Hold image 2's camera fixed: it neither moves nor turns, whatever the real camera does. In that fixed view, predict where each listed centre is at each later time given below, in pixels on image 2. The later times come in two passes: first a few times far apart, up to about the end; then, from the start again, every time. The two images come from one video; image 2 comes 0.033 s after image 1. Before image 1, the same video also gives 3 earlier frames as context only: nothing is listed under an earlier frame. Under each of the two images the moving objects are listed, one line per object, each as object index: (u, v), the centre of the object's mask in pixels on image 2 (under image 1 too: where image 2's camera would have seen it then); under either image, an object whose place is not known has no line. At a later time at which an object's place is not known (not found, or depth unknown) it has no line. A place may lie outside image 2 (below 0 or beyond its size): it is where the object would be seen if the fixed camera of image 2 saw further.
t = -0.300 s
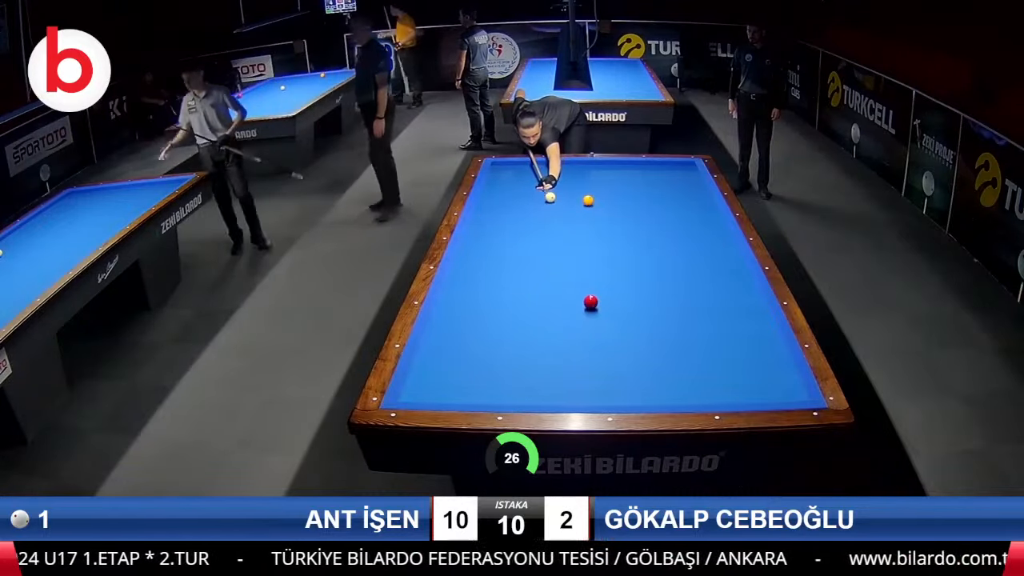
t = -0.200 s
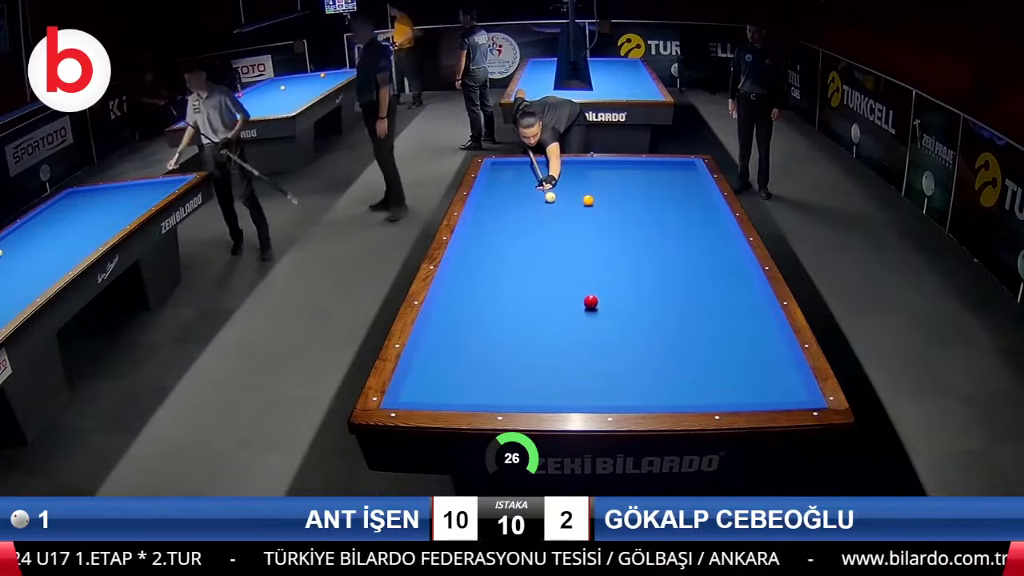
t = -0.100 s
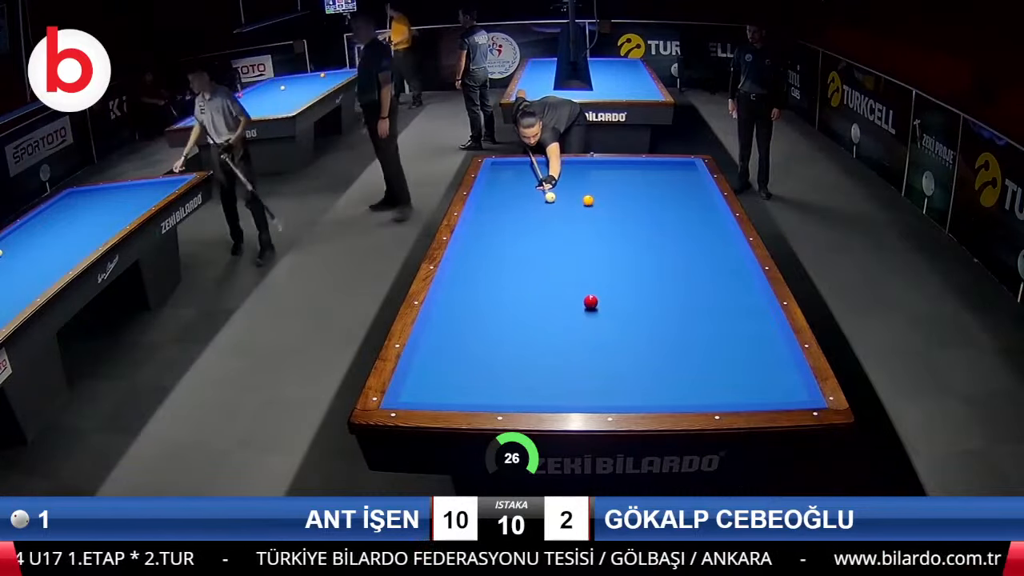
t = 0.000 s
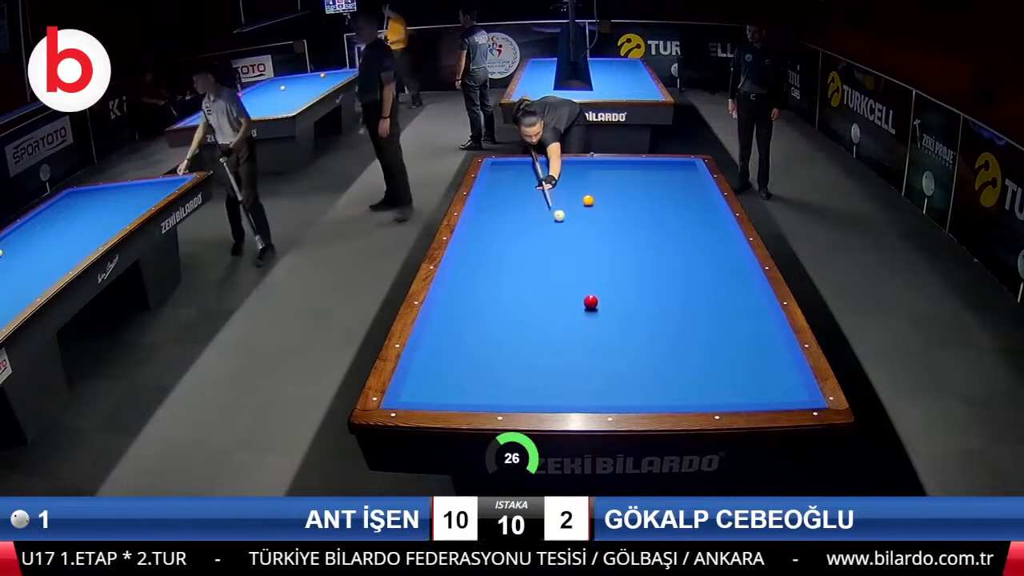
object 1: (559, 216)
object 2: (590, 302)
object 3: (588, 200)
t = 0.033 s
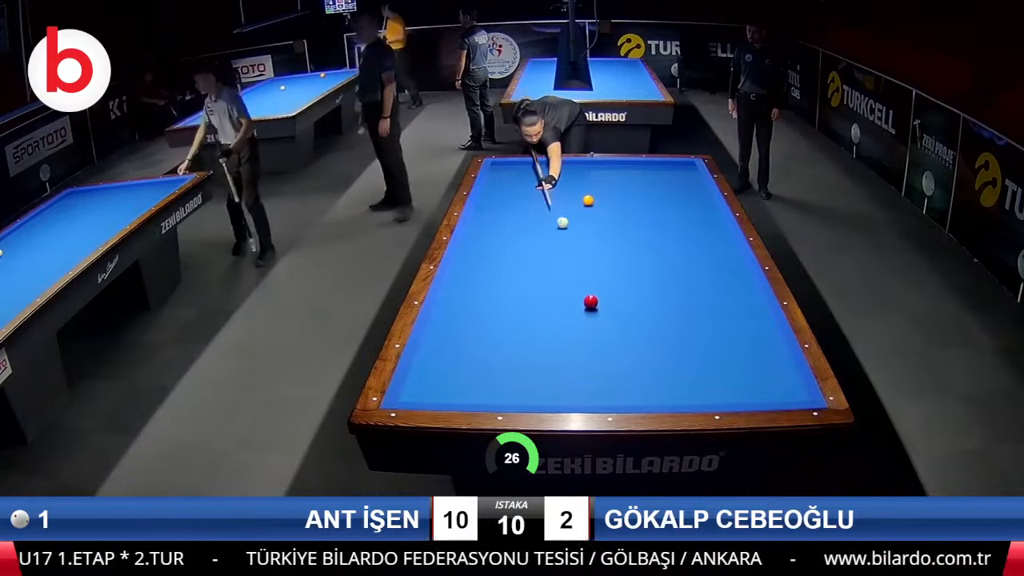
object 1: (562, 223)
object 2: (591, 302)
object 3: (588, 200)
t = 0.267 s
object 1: (589, 279)
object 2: (591, 302)
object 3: (588, 200)
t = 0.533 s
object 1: (669, 318)
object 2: (544, 350)
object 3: (588, 200)
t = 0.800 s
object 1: (763, 361)
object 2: (491, 394)
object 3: (588, 200)
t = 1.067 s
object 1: (752, 391)
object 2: (473, 357)
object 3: (588, 200)
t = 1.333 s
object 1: (687, 362)
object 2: (456, 331)
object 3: (588, 200)
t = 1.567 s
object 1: (638, 342)
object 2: (443, 311)
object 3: (588, 200)
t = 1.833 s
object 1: (587, 321)
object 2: (457, 293)
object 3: (588, 200)
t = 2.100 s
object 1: (540, 302)
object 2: (474, 277)
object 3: (588, 200)
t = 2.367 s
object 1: (499, 285)
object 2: (488, 263)
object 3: (588, 200)
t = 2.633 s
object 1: (463, 270)
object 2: (502, 250)
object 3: (588, 200)
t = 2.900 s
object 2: (515, 238)
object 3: (588, 200)
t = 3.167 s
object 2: (526, 228)
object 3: (588, 200)
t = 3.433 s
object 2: (537, 218)
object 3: (588, 200)
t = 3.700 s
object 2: (546, 209)
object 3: (588, 200)
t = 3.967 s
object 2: (555, 202)
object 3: (588, 201)
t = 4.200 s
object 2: (562, 195)
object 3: (589, 200)
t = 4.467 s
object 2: (570, 188)
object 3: (601, 195)
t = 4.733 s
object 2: (577, 181)
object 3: (612, 191)
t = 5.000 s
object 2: (583, 176)
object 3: (621, 187)
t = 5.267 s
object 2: (589, 170)
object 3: (631, 183)
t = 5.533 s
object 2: (595, 165)
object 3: (639, 179)
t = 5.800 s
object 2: (600, 163)
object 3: (647, 176)
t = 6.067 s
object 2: (608, 165)
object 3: (655, 173)
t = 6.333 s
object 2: (615, 168)
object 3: (662, 170)
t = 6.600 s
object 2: (621, 171)
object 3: (668, 167)
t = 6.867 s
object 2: (628, 174)
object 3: (675, 164)
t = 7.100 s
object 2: (634, 176)
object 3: (680, 163)
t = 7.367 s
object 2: (640, 178)
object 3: (685, 164)
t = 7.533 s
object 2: (644, 180)
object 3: (687, 165)
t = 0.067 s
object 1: (566, 230)
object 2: (591, 302)
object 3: (588, 200)
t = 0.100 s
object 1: (569, 237)
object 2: (590, 302)
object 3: (588, 200)
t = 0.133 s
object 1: (573, 244)
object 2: (590, 302)
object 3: (588, 200)
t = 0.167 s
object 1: (577, 253)
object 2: (591, 302)
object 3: (588, 200)
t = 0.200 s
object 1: (581, 261)
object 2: (590, 302)
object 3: (588, 200)
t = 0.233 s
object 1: (585, 270)
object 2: (591, 302)
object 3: (588, 200)
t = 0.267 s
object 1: (589, 279)
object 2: (591, 302)
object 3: (588, 200)
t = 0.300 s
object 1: (593, 288)
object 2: (591, 302)
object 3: (588, 200)
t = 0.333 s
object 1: (599, 296)
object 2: (589, 303)
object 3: (588, 200)
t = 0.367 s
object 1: (611, 300)
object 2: (581, 312)
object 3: (588, 200)
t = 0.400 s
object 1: (623, 303)
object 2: (574, 319)
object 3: (588, 200)
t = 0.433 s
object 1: (634, 306)
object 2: (567, 327)
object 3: (588, 200)
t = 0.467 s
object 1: (646, 310)
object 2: (559, 335)
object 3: (588, 200)
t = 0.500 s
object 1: (657, 314)
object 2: (552, 342)
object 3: (588, 200)
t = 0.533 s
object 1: (669, 318)
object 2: (544, 350)
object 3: (588, 200)
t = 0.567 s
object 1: (680, 323)
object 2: (537, 358)
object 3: (588, 200)
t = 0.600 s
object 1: (692, 327)
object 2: (529, 366)
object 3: (588, 200)
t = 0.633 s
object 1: (704, 332)
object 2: (521, 374)
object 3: (588, 200)
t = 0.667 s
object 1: (715, 338)
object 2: (514, 382)
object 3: (588, 200)
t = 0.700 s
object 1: (727, 343)
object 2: (506, 389)
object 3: (588, 200)
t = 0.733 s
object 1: (739, 349)
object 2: (499, 396)
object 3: (588, 200)
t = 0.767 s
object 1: (751, 355)
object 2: (493, 398)
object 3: (588, 200)
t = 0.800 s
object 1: (763, 361)
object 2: (491, 394)
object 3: (588, 200)
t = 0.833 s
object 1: (776, 368)
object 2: (489, 388)
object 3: (588, 200)
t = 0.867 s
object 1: (788, 374)
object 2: (487, 383)
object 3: (588, 200)
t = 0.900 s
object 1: (788, 379)
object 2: (485, 378)
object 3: (588, 200)
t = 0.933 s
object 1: (783, 385)
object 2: (483, 373)
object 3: (588, 200)
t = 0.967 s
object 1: (777, 392)
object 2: (480, 369)
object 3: (588, 200)
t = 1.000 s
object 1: (771, 397)
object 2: (478, 365)
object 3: (588, 200)
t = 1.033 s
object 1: (762, 394)
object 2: (475, 361)
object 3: (588, 200)
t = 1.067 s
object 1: (752, 391)
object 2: (473, 357)
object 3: (588, 200)
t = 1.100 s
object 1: (743, 386)
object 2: (471, 354)
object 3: (588, 200)
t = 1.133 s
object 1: (734, 382)
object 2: (469, 350)
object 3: (588, 200)
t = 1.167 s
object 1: (725, 378)
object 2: (466, 347)
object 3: (588, 200)
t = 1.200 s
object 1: (717, 375)
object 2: (464, 343)
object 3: (588, 200)
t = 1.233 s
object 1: (709, 372)
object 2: (462, 340)
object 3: (588, 200)
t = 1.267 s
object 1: (702, 368)
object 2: (460, 337)
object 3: (588, 200)
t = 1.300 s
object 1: (694, 365)
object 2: (458, 334)
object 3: (588, 200)
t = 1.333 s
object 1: (687, 362)
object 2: (456, 331)
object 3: (588, 200)
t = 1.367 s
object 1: (680, 359)
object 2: (454, 328)
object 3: (588, 200)
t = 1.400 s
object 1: (673, 357)
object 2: (452, 325)
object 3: (588, 200)
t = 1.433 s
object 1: (665, 353)
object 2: (450, 322)
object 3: (588, 200)
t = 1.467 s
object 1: (659, 351)
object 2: (448, 319)
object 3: (588, 200)
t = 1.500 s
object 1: (652, 348)
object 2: (446, 316)
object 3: (588, 200)
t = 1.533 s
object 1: (645, 345)
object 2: (445, 314)
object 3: (588, 200)
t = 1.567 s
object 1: (638, 342)
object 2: (443, 311)
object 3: (588, 200)
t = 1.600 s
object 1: (631, 339)
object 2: (441, 308)
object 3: (588, 200)
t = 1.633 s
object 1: (625, 337)
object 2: (443, 306)
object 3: (588, 200)
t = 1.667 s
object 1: (618, 334)
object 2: (446, 304)
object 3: (588, 200)
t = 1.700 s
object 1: (612, 331)
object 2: (449, 302)
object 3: (588, 200)
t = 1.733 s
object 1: (606, 329)
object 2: (451, 300)
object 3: (588, 200)
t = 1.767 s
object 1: (599, 326)
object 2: (453, 297)
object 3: (588, 200)
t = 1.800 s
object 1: (593, 323)
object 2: (455, 295)
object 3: (588, 200)
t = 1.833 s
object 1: (587, 321)
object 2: (457, 293)
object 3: (588, 200)
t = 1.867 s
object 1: (581, 318)
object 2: (459, 291)
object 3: (588, 200)
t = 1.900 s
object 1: (575, 316)
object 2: (462, 289)
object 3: (588, 200)
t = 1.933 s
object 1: (569, 314)
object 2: (464, 287)
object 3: (588, 200)
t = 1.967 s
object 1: (563, 311)
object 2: (466, 285)
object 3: (588, 200)
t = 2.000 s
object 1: (557, 309)
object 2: (468, 283)
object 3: (588, 200)
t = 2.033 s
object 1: (552, 307)
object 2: (470, 281)
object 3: (588, 200)
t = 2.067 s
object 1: (546, 304)
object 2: (472, 279)
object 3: (588, 200)
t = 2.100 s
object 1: (540, 302)
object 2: (474, 277)
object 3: (588, 200)
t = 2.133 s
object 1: (535, 300)
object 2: (476, 275)
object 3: (588, 200)
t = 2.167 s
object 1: (530, 298)
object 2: (478, 273)
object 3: (588, 200)
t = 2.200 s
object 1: (525, 295)
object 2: (479, 272)
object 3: (588, 200)
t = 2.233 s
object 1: (519, 293)
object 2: (481, 270)
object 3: (588, 200)
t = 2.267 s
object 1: (514, 291)
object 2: (483, 268)
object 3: (588, 200)
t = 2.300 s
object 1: (509, 289)
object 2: (485, 266)
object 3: (588, 200)
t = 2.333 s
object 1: (504, 287)
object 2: (487, 265)
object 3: (588, 200)
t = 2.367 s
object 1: (499, 285)
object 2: (488, 263)
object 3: (588, 200)
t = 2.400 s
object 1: (494, 283)
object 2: (490, 261)
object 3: (588, 200)
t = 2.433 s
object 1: (490, 281)
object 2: (492, 259)
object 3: (588, 200)
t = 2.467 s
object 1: (485, 280)
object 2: (494, 258)
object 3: (588, 200)
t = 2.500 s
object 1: (480, 277)
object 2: (496, 256)
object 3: (588, 200)
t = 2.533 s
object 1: (476, 276)
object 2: (497, 255)
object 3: (588, 200)
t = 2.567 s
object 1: (471, 274)
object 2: (499, 253)
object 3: (588, 200)
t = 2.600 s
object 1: (467, 272)
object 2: (501, 252)
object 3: (588, 200)
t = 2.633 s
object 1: (463, 270)
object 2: (502, 250)
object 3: (588, 200)
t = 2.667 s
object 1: (458, 269)
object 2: (504, 249)
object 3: (588, 200)
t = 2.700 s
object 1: (458, 267)
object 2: (505, 247)
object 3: (588, 200)
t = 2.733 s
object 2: (507, 246)
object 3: (588, 200)
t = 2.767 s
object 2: (509, 244)
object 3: (588, 200)
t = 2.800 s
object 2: (510, 243)
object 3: (588, 200)
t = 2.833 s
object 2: (512, 241)
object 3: (588, 200)
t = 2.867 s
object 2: (513, 239)
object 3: (588, 200)
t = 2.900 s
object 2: (515, 238)
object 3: (588, 200)
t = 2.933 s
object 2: (516, 237)
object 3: (588, 200)
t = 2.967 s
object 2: (517, 236)
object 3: (588, 200)
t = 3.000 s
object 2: (519, 235)
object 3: (588, 200)
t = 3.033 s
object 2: (520, 233)
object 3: (588, 200)
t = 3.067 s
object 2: (522, 231)
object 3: (588, 200)
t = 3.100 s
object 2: (523, 230)
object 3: (588, 200)
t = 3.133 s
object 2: (524, 229)
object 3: (588, 200)
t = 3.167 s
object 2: (526, 228)
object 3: (588, 200)
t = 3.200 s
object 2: (527, 227)
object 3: (588, 200)
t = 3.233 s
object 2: (529, 225)
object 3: (588, 200)
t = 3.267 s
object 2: (530, 224)
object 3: (588, 200)
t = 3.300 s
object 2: (531, 223)
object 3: (588, 200)
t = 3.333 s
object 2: (533, 222)
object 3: (588, 200)
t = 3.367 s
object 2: (534, 221)
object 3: (588, 200)
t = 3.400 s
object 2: (535, 219)
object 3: (588, 200)
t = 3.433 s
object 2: (537, 218)
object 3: (588, 200)
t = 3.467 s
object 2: (538, 217)
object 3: (588, 200)
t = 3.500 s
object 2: (539, 216)
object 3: (588, 200)
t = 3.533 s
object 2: (540, 215)
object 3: (588, 200)
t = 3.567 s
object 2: (542, 214)
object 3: (588, 200)
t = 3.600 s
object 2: (543, 212)
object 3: (588, 200)
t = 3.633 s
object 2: (544, 211)
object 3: (588, 200)
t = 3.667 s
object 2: (545, 210)
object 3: (588, 200)
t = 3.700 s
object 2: (546, 209)
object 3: (588, 200)
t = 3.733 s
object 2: (547, 208)
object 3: (588, 200)
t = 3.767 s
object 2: (548, 207)
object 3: (588, 200)
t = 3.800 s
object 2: (549, 206)
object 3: (588, 200)
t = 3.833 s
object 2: (550, 205)
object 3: (588, 200)
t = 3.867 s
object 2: (552, 204)
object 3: (588, 200)
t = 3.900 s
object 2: (553, 203)
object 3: (588, 200)
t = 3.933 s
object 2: (554, 202)
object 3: (588, 201)
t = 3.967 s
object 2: (555, 202)
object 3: (588, 201)
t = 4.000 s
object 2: (556, 200)
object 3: (588, 200)
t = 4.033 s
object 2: (557, 199)
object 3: (588, 201)
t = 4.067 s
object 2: (558, 198)
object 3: (588, 200)
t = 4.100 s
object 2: (559, 197)
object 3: (588, 200)
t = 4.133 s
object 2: (560, 196)
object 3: (588, 200)
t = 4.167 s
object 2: (561, 196)
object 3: (588, 200)
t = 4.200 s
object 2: (562, 195)
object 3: (589, 200)
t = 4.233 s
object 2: (563, 194)
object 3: (590, 200)
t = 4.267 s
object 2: (564, 193)
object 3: (592, 199)
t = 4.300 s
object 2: (565, 192)
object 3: (594, 198)
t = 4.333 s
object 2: (566, 191)
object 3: (595, 197)
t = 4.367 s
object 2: (567, 190)
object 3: (597, 197)
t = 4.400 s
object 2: (568, 190)
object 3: (598, 197)
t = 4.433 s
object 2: (568, 189)
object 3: (599, 196)
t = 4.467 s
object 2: (570, 188)
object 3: (601, 195)
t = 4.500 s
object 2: (570, 187)
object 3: (602, 195)
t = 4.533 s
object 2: (571, 186)
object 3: (604, 194)
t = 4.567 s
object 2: (572, 186)
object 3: (605, 193)
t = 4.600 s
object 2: (573, 185)
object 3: (606, 193)
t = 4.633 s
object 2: (574, 184)
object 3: (608, 192)
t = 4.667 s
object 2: (575, 183)
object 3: (609, 192)
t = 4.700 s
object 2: (576, 183)
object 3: (610, 191)
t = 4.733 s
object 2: (577, 181)
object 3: (612, 191)
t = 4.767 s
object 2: (578, 181)
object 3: (613, 190)
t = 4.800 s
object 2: (578, 180)
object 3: (614, 190)
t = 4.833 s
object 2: (579, 179)
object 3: (615, 189)
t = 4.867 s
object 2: (580, 178)
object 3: (616, 189)
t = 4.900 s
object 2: (581, 178)
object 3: (618, 188)
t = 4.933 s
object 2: (582, 177)
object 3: (619, 187)
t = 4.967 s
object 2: (583, 177)
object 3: (620, 187)
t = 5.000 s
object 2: (583, 176)
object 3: (621, 187)
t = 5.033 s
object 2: (584, 175)
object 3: (622, 186)
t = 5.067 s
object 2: (585, 174)
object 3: (624, 186)
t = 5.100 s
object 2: (586, 174)
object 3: (625, 185)
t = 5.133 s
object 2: (586, 173)
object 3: (626, 185)
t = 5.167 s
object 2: (587, 172)
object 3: (627, 184)
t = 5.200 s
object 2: (588, 172)
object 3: (629, 184)
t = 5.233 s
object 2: (589, 171)
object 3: (630, 183)
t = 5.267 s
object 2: (589, 170)
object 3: (631, 183)
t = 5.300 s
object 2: (590, 170)
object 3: (632, 182)
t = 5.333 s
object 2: (591, 169)
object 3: (633, 182)
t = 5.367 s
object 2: (592, 168)
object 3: (634, 181)
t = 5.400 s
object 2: (592, 168)
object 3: (635, 181)
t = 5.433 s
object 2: (593, 167)
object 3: (636, 181)
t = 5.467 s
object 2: (593, 167)
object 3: (637, 180)
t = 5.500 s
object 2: (594, 166)
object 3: (639, 180)
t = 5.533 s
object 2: (595, 165)
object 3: (639, 179)
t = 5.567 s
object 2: (596, 165)
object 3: (640, 179)
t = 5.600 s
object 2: (596, 164)
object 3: (641, 178)
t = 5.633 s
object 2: (597, 164)
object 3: (642, 178)
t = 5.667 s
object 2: (597, 164)
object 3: (644, 178)
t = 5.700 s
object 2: (598, 163)
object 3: (645, 177)
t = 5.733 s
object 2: (599, 163)
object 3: (645, 176)
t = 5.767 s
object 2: (600, 163)
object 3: (646, 176)
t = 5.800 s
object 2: (600, 163)
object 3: (647, 176)
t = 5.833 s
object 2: (602, 164)
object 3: (648, 175)
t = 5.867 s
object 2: (602, 164)
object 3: (649, 175)
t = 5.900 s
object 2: (603, 164)
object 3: (650, 174)
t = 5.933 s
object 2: (604, 164)
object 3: (651, 174)
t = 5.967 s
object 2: (605, 164)
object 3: (652, 174)
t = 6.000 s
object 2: (606, 165)
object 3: (653, 174)
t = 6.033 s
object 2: (607, 165)
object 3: (654, 173)
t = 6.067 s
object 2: (608, 165)
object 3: (655, 173)
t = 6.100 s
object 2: (609, 166)
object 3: (656, 172)
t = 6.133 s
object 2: (610, 166)
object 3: (657, 172)
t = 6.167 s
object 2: (611, 166)
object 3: (658, 172)
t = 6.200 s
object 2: (611, 167)
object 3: (658, 171)
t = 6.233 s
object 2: (612, 167)
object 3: (659, 171)
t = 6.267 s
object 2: (613, 167)
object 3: (660, 170)
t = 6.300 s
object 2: (614, 168)
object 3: (661, 170)
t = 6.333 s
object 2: (615, 168)
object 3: (662, 170)
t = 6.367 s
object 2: (616, 169)
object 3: (663, 169)
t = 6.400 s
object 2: (617, 169)
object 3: (663, 169)
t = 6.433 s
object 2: (618, 169)
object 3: (664, 169)
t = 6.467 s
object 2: (618, 169)
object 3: (665, 168)
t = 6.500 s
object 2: (619, 170)
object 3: (666, 168)
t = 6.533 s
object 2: (620, 170)
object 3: (667, 168)
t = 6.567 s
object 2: (620, 171)
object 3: (667, 167)
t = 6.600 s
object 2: (621, 171)
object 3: (668, 167)
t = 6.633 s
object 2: (622, 171)
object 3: (669, 167)
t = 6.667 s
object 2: (623, 171)
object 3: (670, 166)
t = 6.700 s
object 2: (624, 172)
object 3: (671, 166)
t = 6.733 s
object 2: (625, 172)
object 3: (671, 166)
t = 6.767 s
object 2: (626, 172)
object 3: (672, 165)
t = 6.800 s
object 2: (627, 173)
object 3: (673, 165)
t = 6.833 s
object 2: (627, 173)
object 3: (674, 165)
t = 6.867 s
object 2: (628, 174)
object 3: (675, 164)
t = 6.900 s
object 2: (629, 174)
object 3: (675, 164)
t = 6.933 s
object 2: (630, 174)
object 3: (676, 164)
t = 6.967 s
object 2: (631, 175)
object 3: (677, 164)
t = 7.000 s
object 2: (631, 175)
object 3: (677, 163)
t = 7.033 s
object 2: (632, 175)
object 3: (678, 163)
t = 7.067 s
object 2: (633, 175)
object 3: (679, 163)
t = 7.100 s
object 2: (634, 176)
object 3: (680, 163)
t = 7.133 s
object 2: (634, 176)
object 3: (680, 163)
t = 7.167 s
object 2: (635, 177)
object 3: (681, 163)
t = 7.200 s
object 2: (636, 177)
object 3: (682, 164)
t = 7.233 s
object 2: (637, 177)
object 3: (682, 164)
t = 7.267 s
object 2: (637, 177)
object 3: (683, 164)
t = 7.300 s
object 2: (638, 178)
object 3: (683, 164)
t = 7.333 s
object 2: (639, 178)
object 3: (684, 164)
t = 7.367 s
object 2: (640, 178)
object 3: (685, 164)
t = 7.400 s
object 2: (641, 178)
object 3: (685, 164)
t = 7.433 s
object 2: (642, 179)
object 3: (686, 165)
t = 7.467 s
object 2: (642, 179)
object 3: (686, 165)
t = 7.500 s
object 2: (643, 179)
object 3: (687, 165)
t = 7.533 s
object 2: (644, 180)
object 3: (687, 165)
